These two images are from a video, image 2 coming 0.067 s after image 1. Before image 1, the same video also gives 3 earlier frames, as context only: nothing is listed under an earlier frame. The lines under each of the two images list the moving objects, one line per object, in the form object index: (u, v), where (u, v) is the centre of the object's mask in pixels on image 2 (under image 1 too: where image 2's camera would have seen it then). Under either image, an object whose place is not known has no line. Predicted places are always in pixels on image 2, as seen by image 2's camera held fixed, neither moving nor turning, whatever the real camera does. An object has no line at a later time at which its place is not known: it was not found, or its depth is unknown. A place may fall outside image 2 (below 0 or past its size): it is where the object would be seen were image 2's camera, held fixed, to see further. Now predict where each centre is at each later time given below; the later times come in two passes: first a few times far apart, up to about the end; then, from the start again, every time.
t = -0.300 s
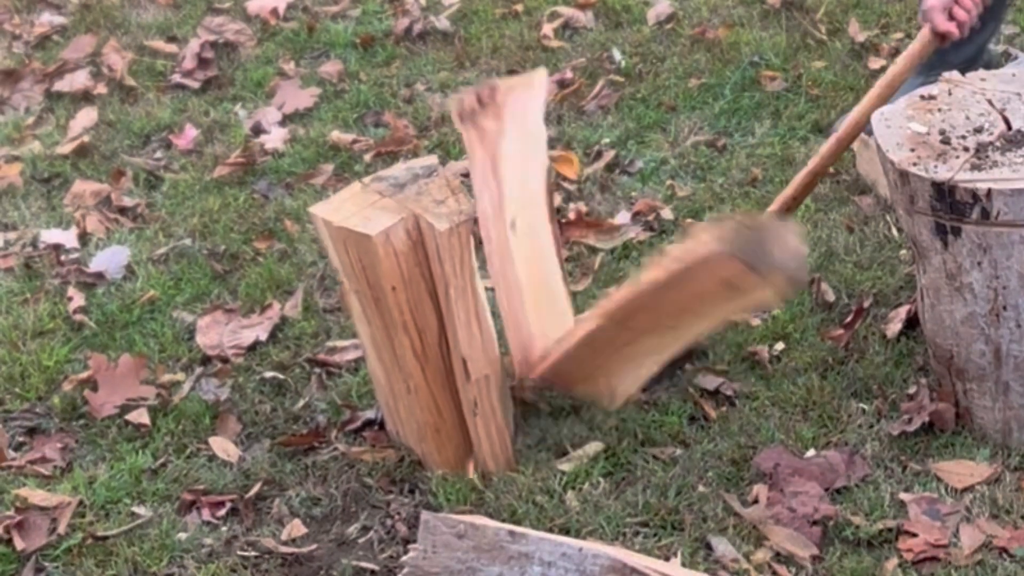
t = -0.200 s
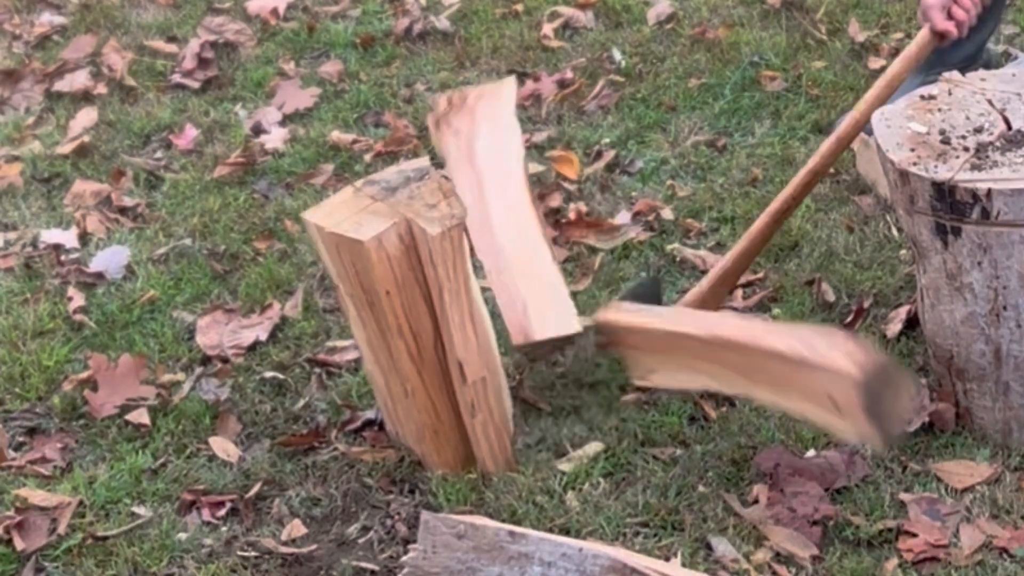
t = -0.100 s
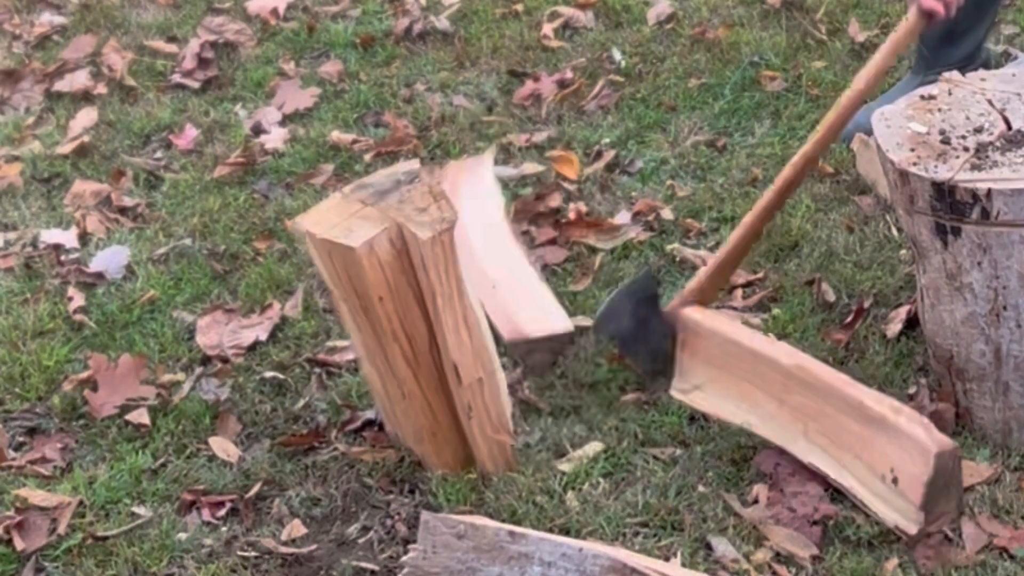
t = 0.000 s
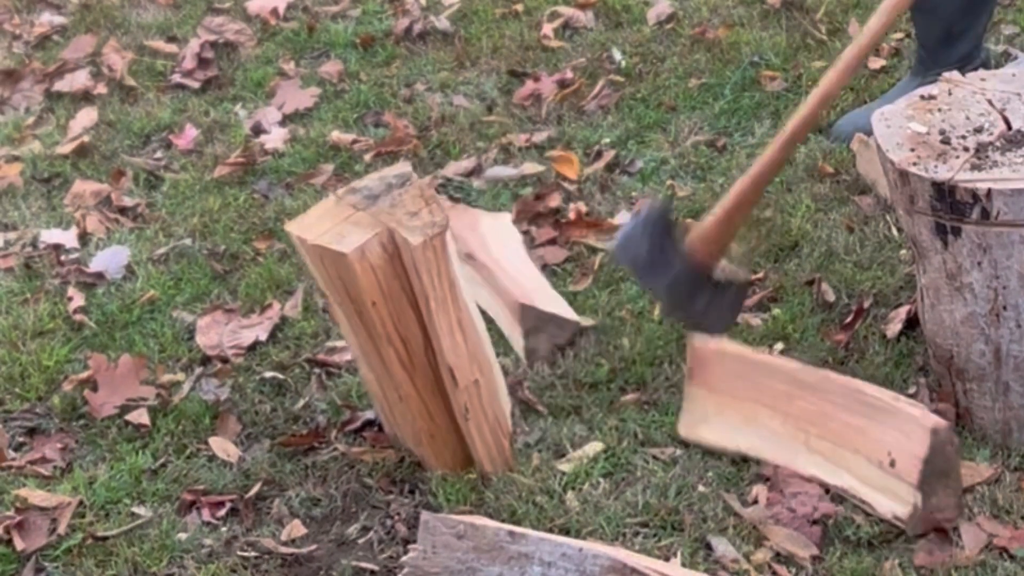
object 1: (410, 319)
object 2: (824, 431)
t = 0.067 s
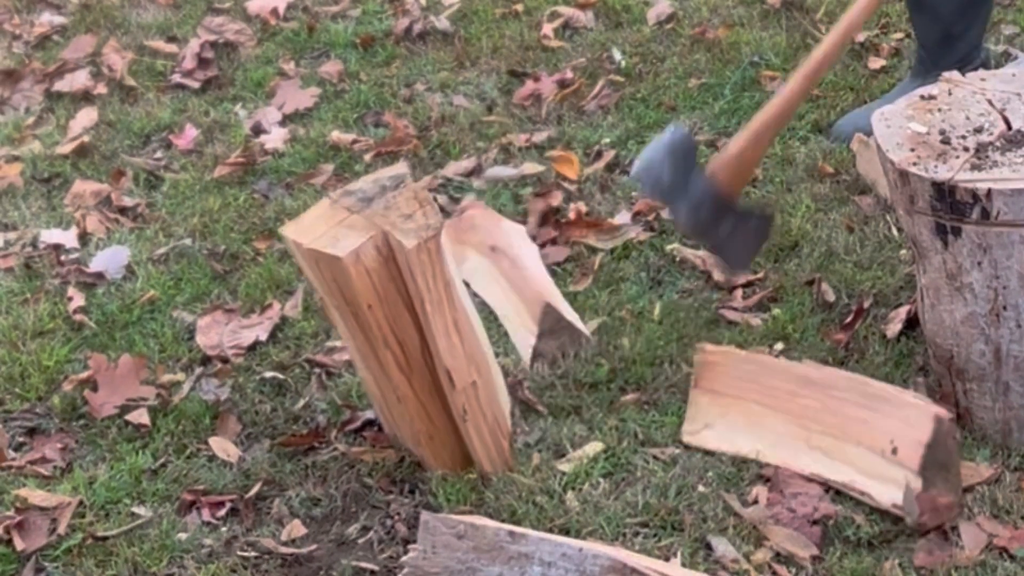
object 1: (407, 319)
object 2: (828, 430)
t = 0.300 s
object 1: (393, 326)
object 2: (847, 411)
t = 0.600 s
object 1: (332, 372)
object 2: (856, 421)
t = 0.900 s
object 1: (294, 492)
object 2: (856, 420)
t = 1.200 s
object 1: (268, 479)
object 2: (856, 420)
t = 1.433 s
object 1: (271, 482)
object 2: (856, 420)
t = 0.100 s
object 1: (405, 320)
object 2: (829, 426)
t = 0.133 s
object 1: (404, 321)
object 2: (832, 424)
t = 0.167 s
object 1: (402, 322)
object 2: (832, 418)
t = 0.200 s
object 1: (401, 323)
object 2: (839, 418)
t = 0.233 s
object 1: (398, 324)
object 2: (840, 413)
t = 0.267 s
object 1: (396, 325)
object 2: (841, 409)
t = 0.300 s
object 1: (393, 326)
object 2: (847, 411)
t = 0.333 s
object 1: (390, 328)
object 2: (853, 415)
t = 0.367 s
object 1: (387, 330)
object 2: (854, 419)
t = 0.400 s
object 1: (383, 332)
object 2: (852, 415)
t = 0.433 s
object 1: (378, 334)
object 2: (852, 414)
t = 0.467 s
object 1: (372, 339)
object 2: (853, 417)
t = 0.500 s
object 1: (366, 344)
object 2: (855, 419)
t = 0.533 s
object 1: (357, 351)
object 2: (857, 420)
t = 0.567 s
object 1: (345, 360)
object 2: (857, 420)
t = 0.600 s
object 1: (332, 372)
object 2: (856, 421)
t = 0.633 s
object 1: (319, 388)
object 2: (856, 420)
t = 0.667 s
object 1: (304, 409)
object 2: (856, 420)
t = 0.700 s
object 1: (290, 434)
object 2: (856, 421)
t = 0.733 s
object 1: (276, 465)
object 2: (856, 421)
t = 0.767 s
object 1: (278, 482)
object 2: (856, 420)
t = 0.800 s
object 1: (280, 484)
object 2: (856, 420)
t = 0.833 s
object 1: (286, 490)
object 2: (856, 420)
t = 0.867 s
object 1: (291, 492)
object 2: (856, 420)
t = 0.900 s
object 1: (294, 492)
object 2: (856, 420)
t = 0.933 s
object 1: (296, 492)
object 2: (856, 420)
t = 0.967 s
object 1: (295, 492)
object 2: (856, 420)
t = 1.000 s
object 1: (292, 492)
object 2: (856, 420)
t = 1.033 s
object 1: (289, 491)
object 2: (856, 420)
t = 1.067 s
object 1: (286, 490)
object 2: (856, 420)
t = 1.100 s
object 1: (281, 487)
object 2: (856, 420)
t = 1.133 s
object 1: (275, 485)
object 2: (856, 420)
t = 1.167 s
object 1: (269, 481)
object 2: (856, 420)
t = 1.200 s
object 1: (268, 479)
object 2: (856, 420)
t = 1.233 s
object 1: (269, 480)
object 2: (856, 420)
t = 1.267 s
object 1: (270, 482)
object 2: (856, 420)
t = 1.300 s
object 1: (271, 483)
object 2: (856, 420)
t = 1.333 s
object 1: (272, 483)
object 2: (856, 420)
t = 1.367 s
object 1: (271, 483)
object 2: (856, 420)
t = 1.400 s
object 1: (271, 482)
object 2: (856, 420)
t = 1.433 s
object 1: (271, 482)
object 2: (856, 420)
